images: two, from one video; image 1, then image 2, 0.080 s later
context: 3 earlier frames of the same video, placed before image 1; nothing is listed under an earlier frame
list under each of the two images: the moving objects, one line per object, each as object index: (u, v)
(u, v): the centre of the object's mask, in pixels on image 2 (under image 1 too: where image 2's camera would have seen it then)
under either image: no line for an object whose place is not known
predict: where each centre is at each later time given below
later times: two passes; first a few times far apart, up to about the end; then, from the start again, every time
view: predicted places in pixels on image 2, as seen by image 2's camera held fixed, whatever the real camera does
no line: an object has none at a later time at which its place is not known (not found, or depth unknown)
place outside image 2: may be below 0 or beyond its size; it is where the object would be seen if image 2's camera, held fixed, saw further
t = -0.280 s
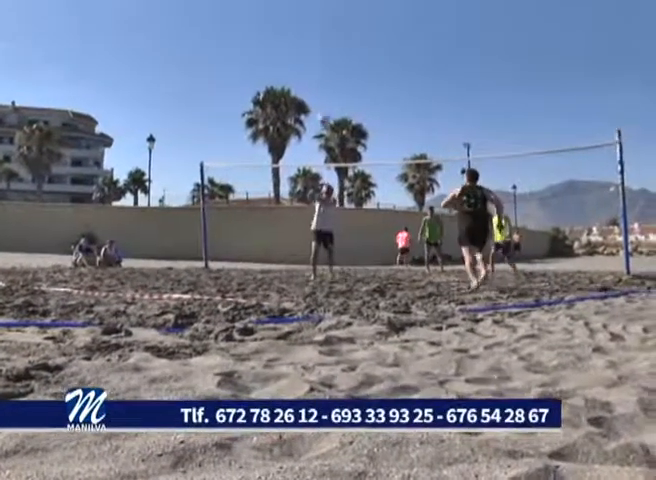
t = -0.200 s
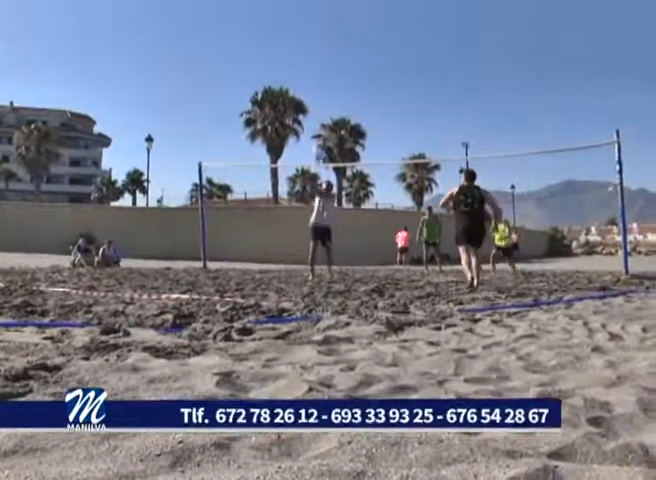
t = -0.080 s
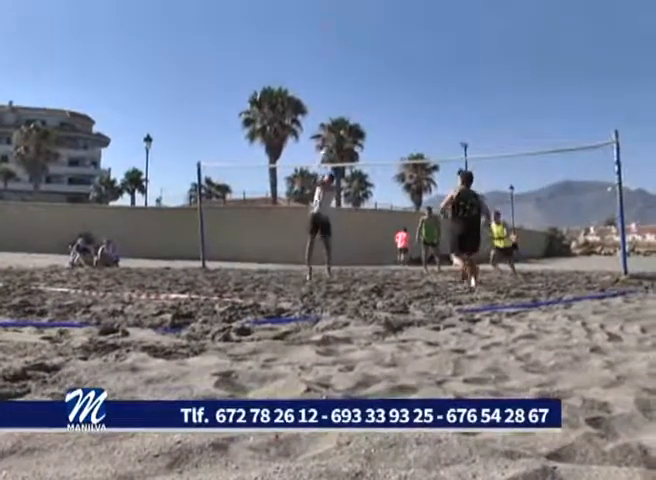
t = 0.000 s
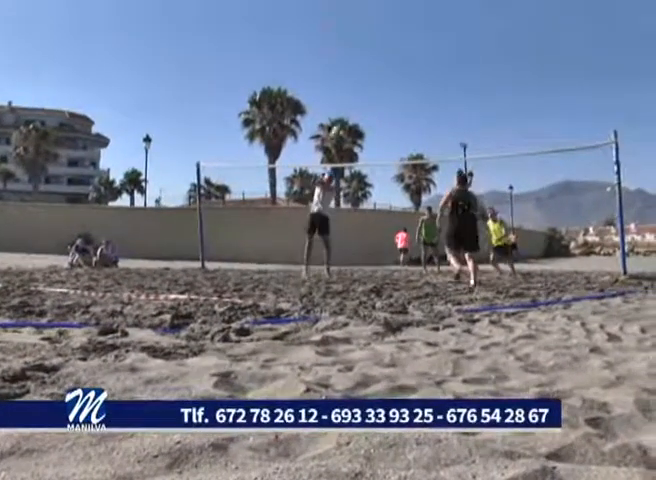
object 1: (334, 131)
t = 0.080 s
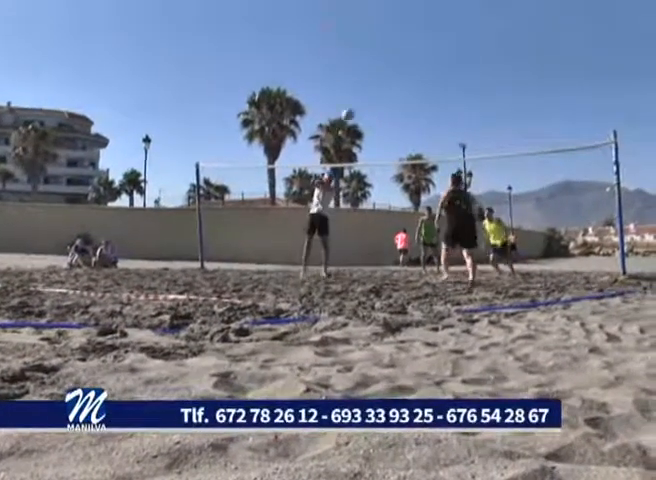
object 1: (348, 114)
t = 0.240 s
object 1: (368, 90)
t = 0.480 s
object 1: (397, 81)
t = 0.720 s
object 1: (422, 101)
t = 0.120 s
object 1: (353, 106)
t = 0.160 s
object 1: (358, 99)
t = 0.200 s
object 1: (363, 94)
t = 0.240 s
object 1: (368, 90)
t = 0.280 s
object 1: (373, 87)
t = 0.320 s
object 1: (378, 84)
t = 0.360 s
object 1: (384, 81)
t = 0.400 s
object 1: (388, 81)
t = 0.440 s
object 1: (392, 80)
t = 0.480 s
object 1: (397, 81)
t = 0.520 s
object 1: (401, 83)
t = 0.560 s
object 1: (405, 84)
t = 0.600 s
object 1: (410, 87)
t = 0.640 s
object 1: (414, 91)
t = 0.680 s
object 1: (418, 96)
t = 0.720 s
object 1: (422, 101)
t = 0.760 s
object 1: (425, 108)
